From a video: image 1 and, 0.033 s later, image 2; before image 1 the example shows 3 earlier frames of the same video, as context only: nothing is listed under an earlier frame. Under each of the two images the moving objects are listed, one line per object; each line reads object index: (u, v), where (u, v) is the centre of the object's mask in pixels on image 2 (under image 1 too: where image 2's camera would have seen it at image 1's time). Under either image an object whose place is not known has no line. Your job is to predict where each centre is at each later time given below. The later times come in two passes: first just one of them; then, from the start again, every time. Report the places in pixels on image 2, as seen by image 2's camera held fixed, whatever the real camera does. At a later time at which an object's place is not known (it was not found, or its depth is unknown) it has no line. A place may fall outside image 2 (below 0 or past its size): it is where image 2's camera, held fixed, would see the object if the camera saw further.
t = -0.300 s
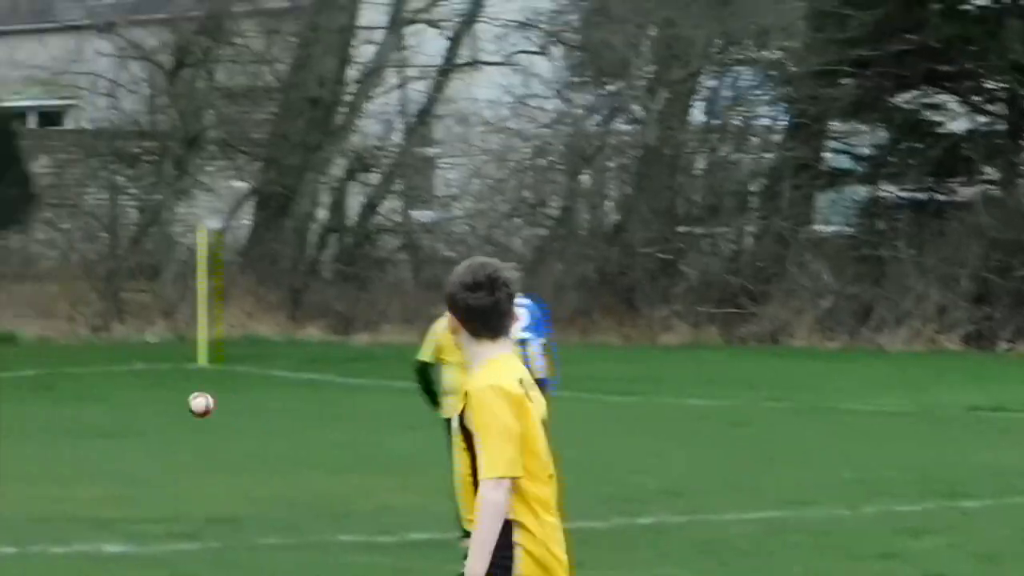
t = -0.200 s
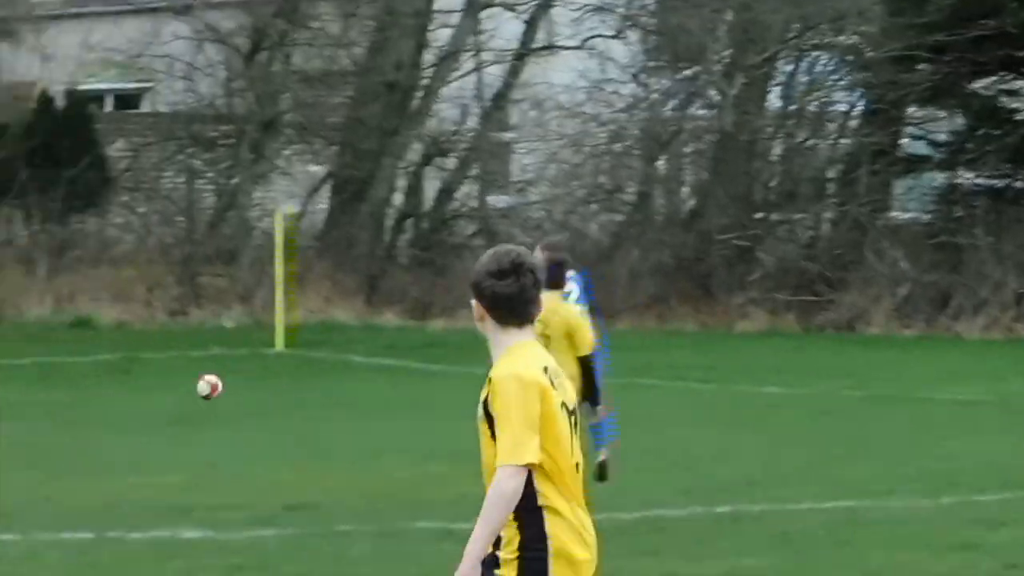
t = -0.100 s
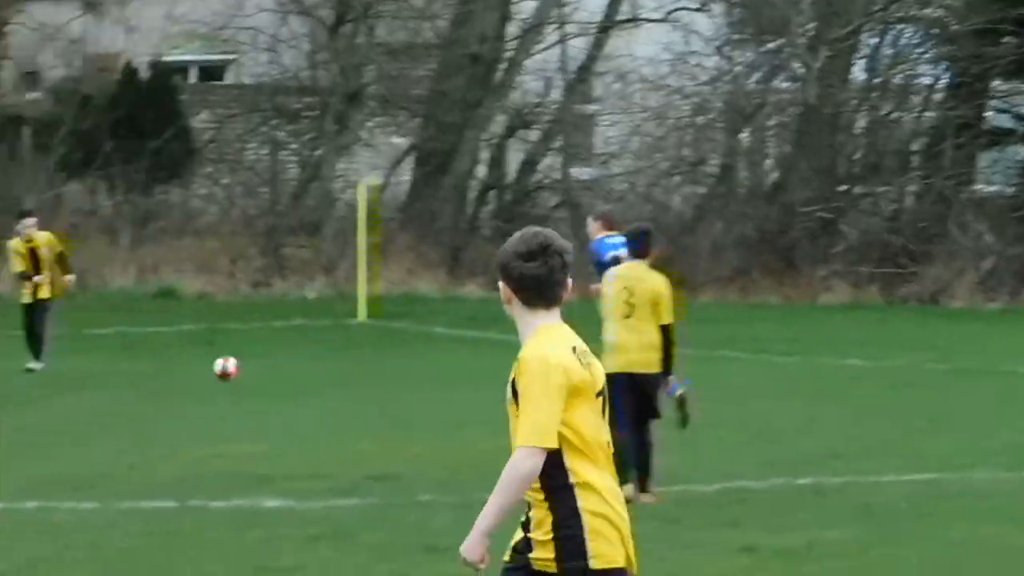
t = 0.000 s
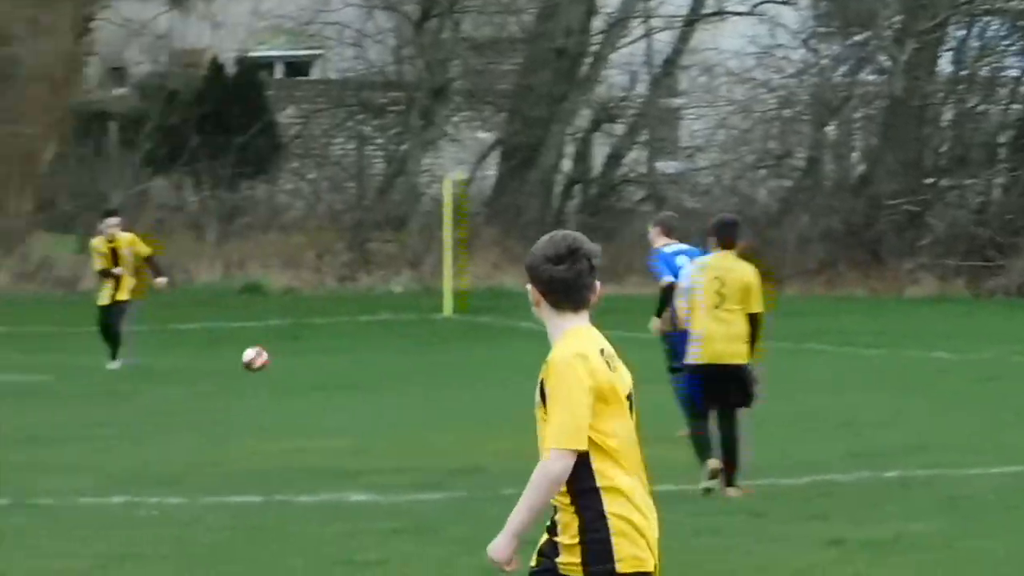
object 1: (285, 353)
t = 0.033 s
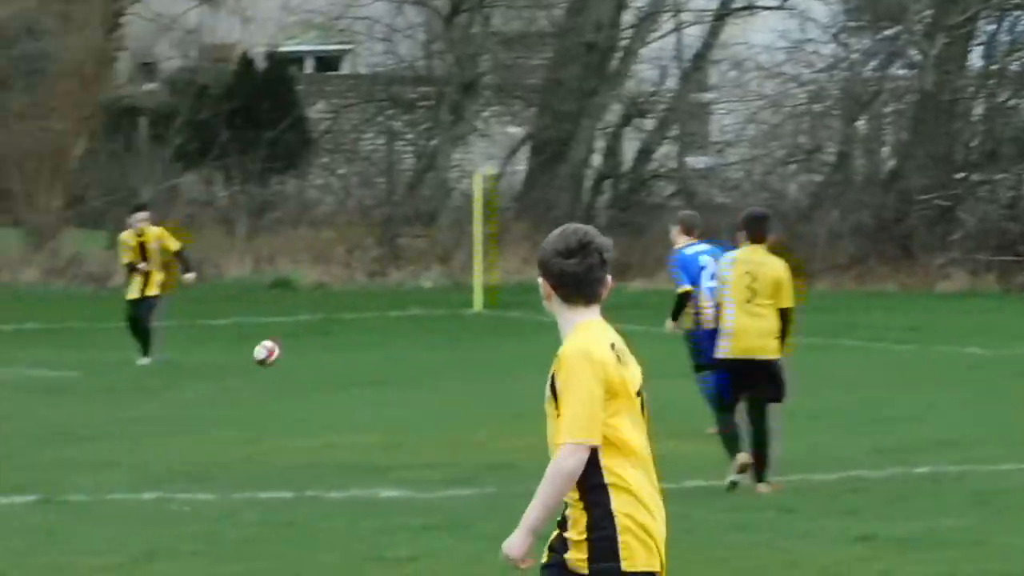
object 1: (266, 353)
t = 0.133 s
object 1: (210, 355)
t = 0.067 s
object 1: (248, 353)
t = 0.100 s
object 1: (230, 353)
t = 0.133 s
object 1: (210, 355)
